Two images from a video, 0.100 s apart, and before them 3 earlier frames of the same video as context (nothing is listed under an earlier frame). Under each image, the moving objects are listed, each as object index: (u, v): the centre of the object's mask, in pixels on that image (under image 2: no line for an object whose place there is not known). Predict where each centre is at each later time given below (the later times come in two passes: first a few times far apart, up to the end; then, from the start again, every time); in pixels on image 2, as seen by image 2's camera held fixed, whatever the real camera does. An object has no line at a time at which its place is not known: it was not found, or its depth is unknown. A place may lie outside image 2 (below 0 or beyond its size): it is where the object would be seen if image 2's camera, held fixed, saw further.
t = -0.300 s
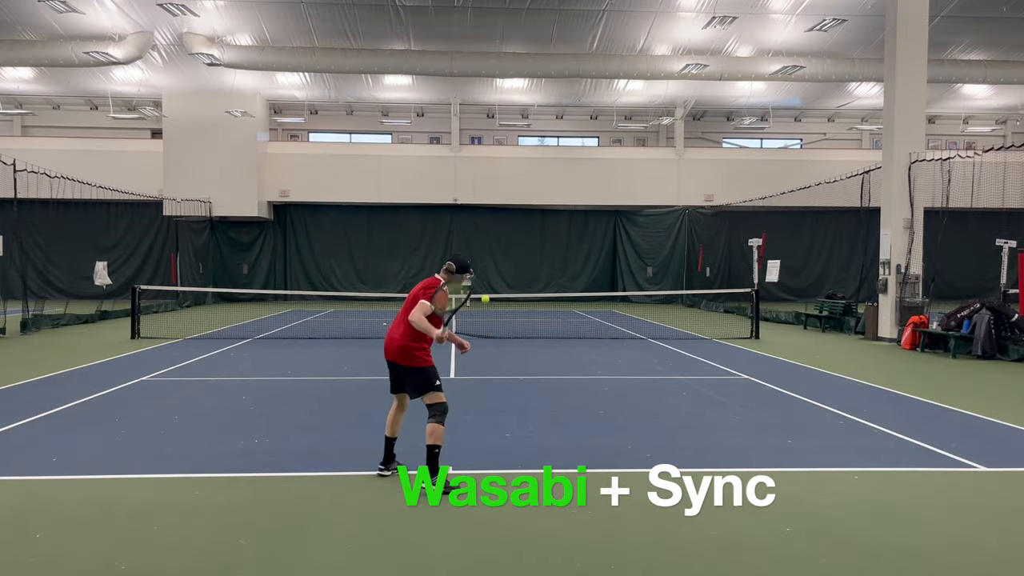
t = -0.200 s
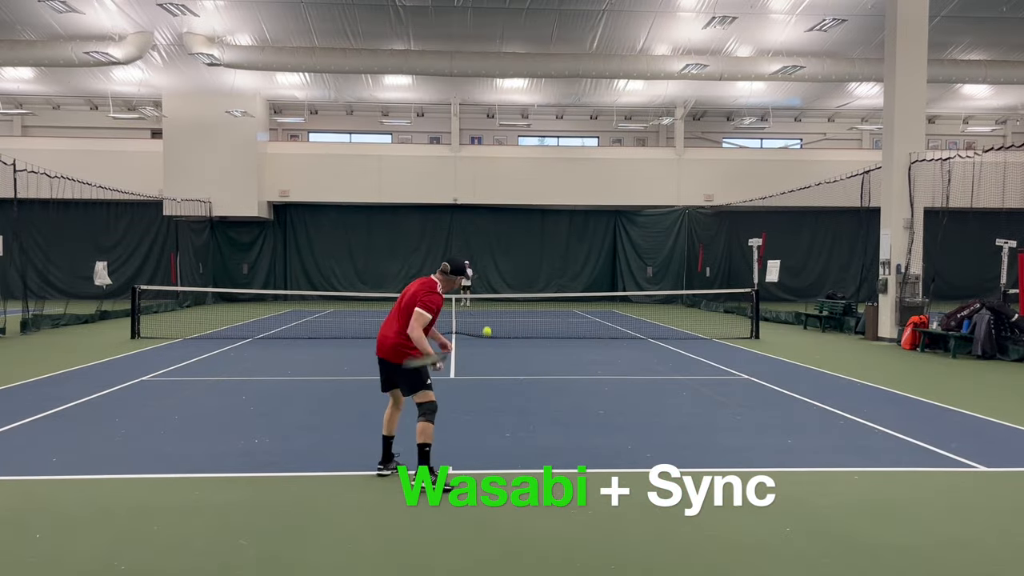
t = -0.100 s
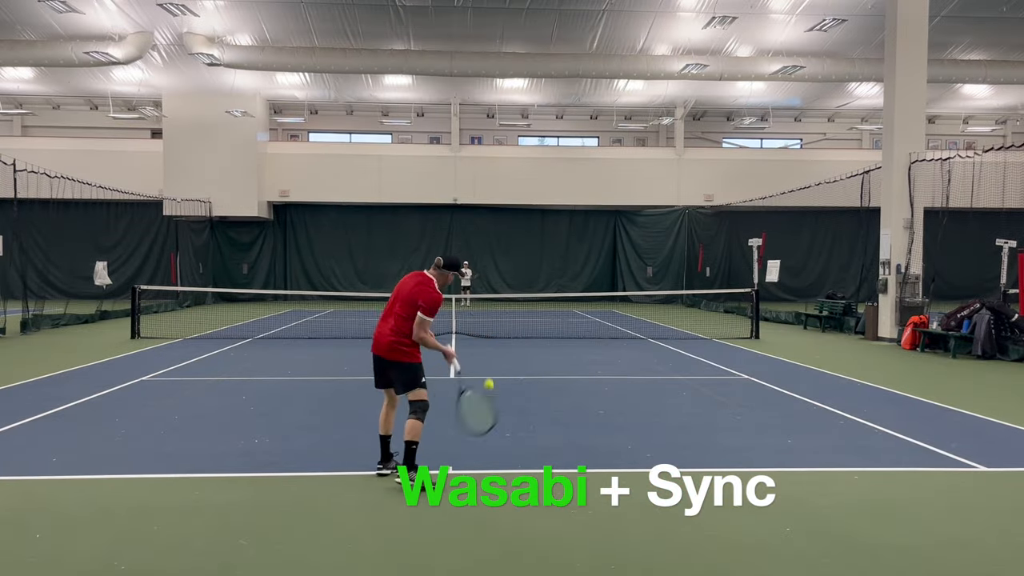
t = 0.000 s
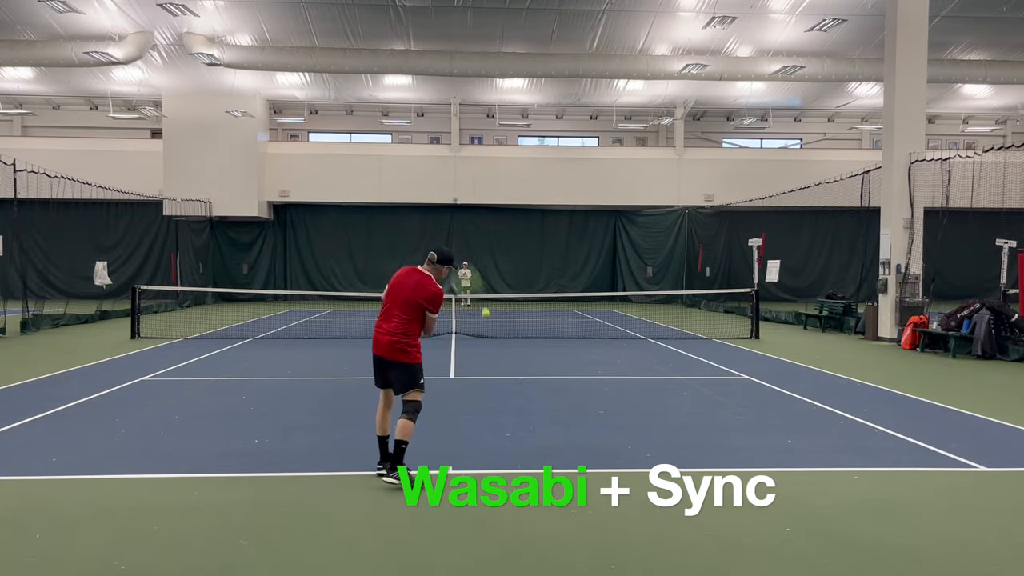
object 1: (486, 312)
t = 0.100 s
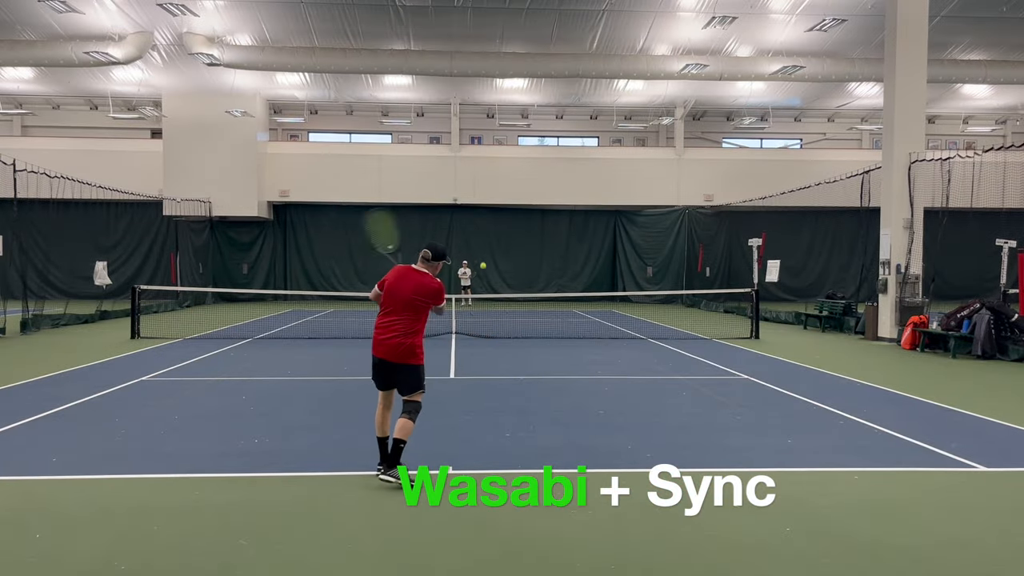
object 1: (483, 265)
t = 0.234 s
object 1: (482, 240)
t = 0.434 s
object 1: (481, 235)
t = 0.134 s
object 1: (482, 256)
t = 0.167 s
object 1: (482, 249)
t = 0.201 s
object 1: (482, 243)
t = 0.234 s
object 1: (482, 240)
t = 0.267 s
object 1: (481, 236)
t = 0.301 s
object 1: (481, 235)
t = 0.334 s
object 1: (481, 234)
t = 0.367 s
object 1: (481, 233)
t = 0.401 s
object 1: (481, 234)
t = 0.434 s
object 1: (481, 235)
